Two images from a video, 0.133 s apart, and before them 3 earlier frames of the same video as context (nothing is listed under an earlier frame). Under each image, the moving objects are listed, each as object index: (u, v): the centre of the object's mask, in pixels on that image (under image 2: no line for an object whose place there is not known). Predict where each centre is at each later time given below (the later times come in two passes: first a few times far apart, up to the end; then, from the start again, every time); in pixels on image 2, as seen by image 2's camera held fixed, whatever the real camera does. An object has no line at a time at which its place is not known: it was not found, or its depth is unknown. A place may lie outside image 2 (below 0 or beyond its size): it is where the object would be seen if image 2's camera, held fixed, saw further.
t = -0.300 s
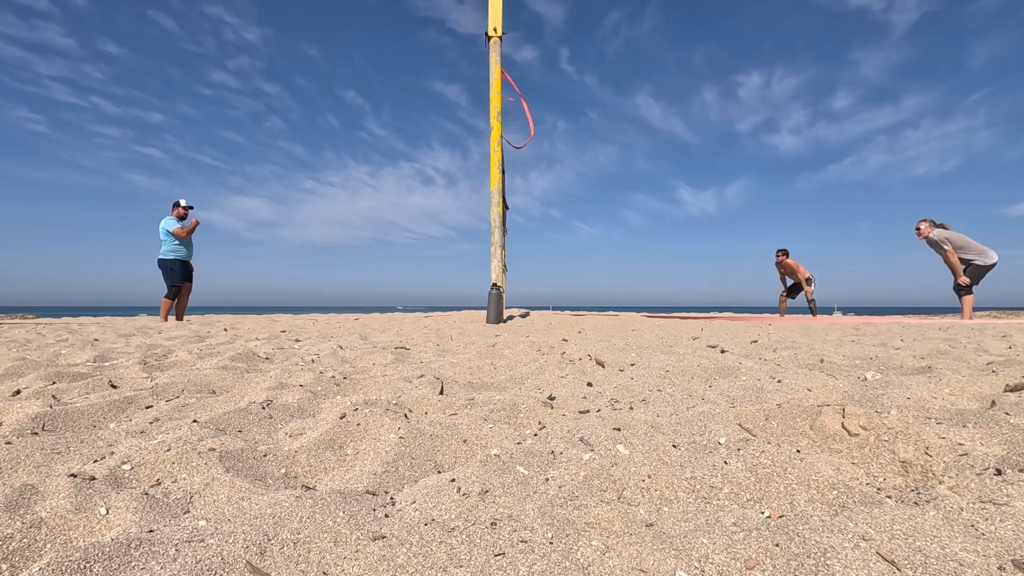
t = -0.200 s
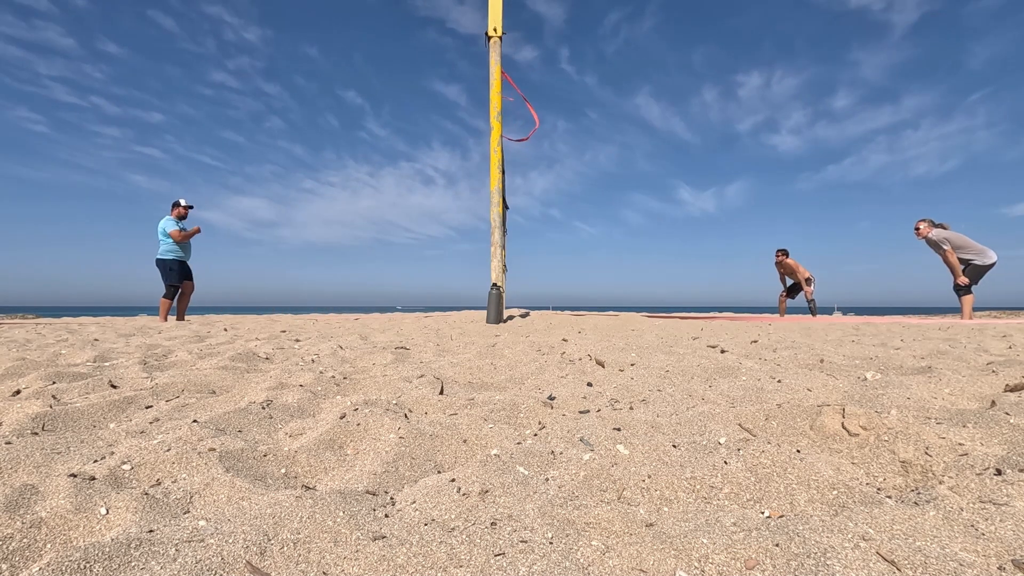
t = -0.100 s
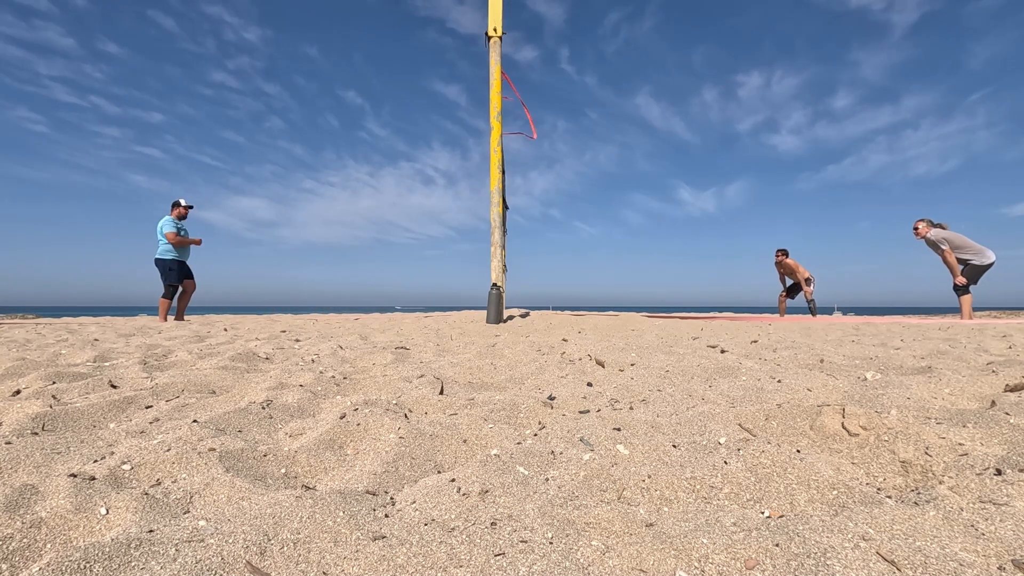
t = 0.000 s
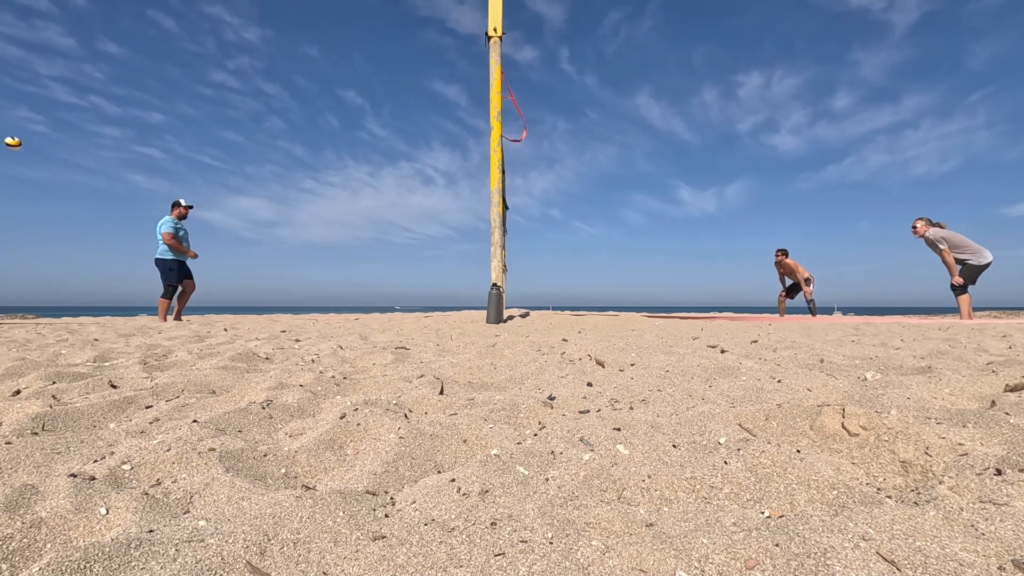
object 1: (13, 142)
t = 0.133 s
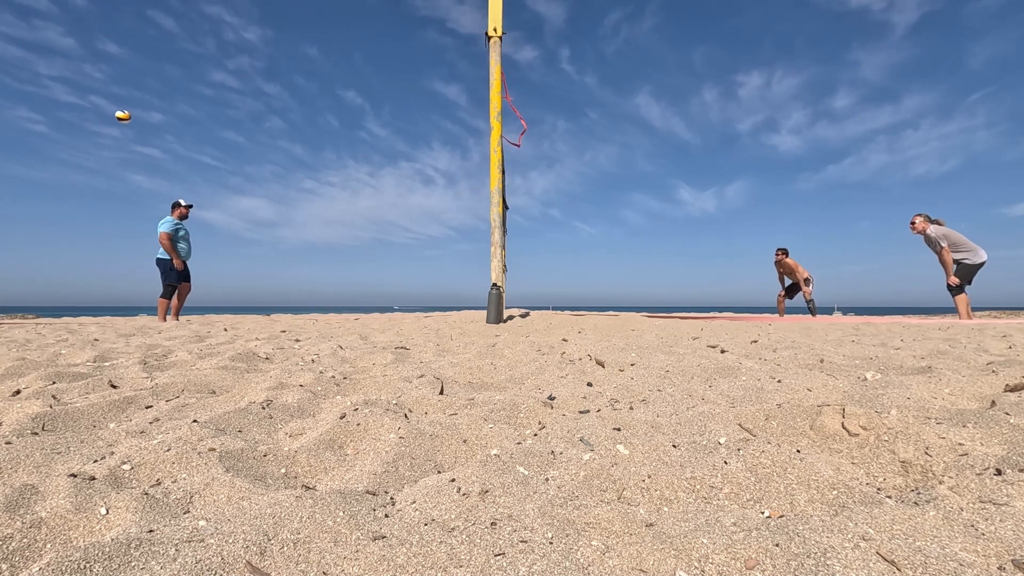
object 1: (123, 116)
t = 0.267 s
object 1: (228, 100)
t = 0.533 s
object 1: (432, 99)
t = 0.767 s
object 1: (598, 136)
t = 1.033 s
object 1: (772, 215)
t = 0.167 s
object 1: (149, 111)
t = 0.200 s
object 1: (176, 107)
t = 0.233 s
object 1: (202, 103)
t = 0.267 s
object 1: (228, 100)
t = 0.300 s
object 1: (255, 97)
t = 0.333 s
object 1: (280, 95)
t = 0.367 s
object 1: (306, 94)
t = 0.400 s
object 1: (331, 94)
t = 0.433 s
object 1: (356, 94)
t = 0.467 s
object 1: (382, 95)
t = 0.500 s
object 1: (407, 97)
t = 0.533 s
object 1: (432, 99)
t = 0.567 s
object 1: (456, 102)
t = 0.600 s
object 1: (481, 106)
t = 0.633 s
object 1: (506, 110)
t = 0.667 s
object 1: (529, 116)
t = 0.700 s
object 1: (552, 122)
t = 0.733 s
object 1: (575, 129)
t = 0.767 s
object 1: (598, 136)
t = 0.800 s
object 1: (620, 143)
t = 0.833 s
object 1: (642, 152)
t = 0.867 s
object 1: (664, 161)
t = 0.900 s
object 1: (687, 171)
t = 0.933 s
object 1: (708, 181)
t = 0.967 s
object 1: (730, 192)
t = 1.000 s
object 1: (751, 203)
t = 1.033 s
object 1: (772, 215)
